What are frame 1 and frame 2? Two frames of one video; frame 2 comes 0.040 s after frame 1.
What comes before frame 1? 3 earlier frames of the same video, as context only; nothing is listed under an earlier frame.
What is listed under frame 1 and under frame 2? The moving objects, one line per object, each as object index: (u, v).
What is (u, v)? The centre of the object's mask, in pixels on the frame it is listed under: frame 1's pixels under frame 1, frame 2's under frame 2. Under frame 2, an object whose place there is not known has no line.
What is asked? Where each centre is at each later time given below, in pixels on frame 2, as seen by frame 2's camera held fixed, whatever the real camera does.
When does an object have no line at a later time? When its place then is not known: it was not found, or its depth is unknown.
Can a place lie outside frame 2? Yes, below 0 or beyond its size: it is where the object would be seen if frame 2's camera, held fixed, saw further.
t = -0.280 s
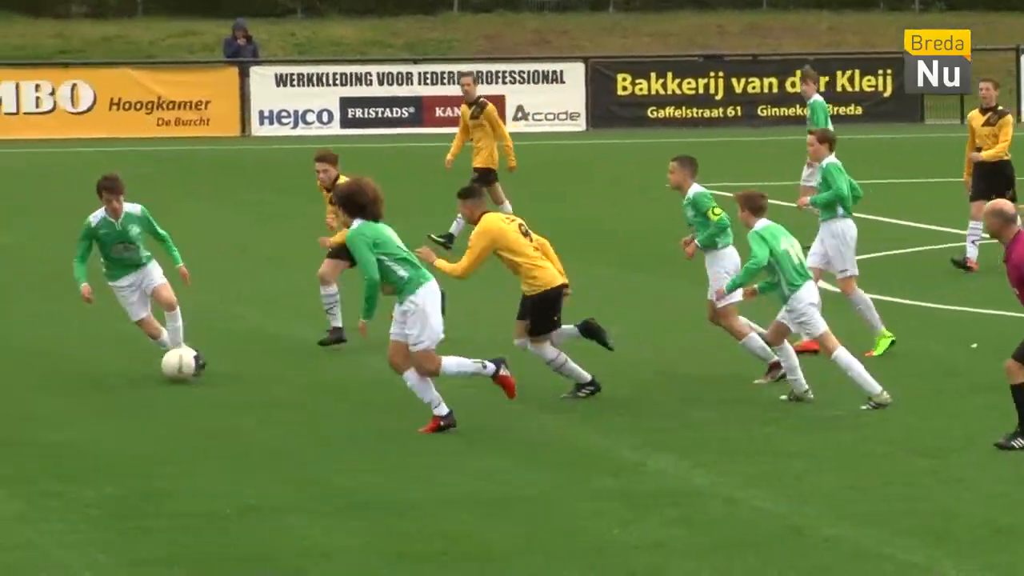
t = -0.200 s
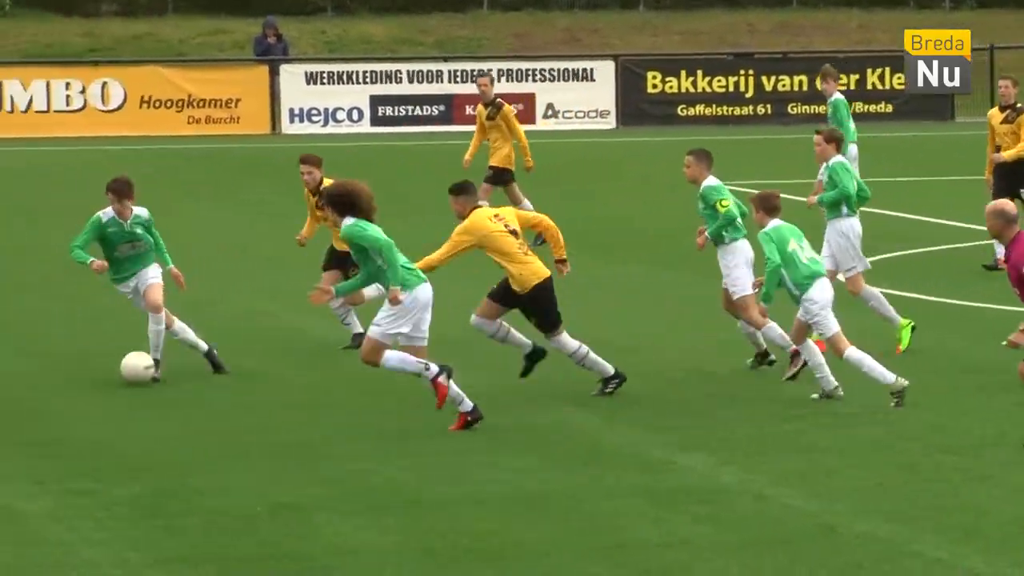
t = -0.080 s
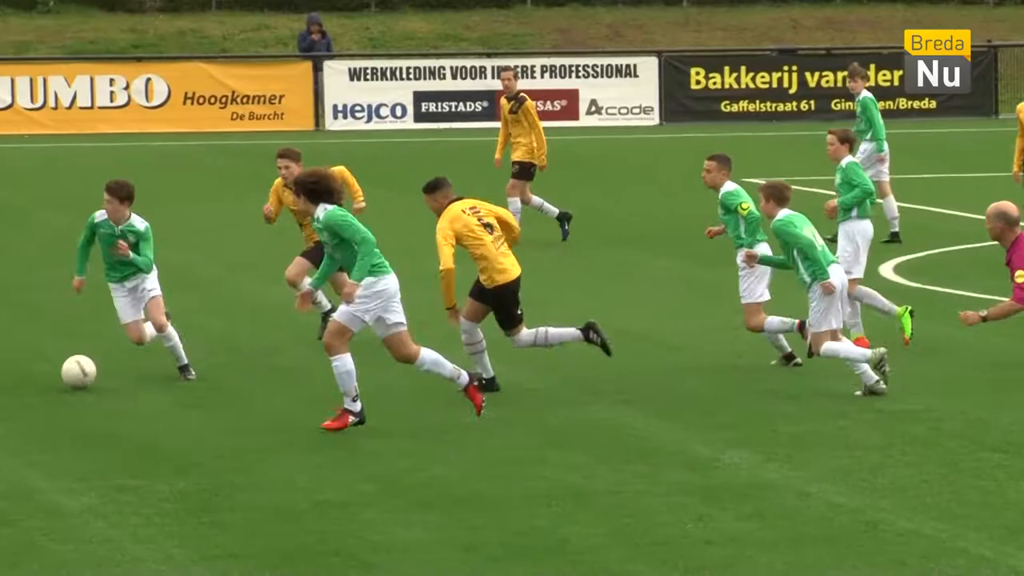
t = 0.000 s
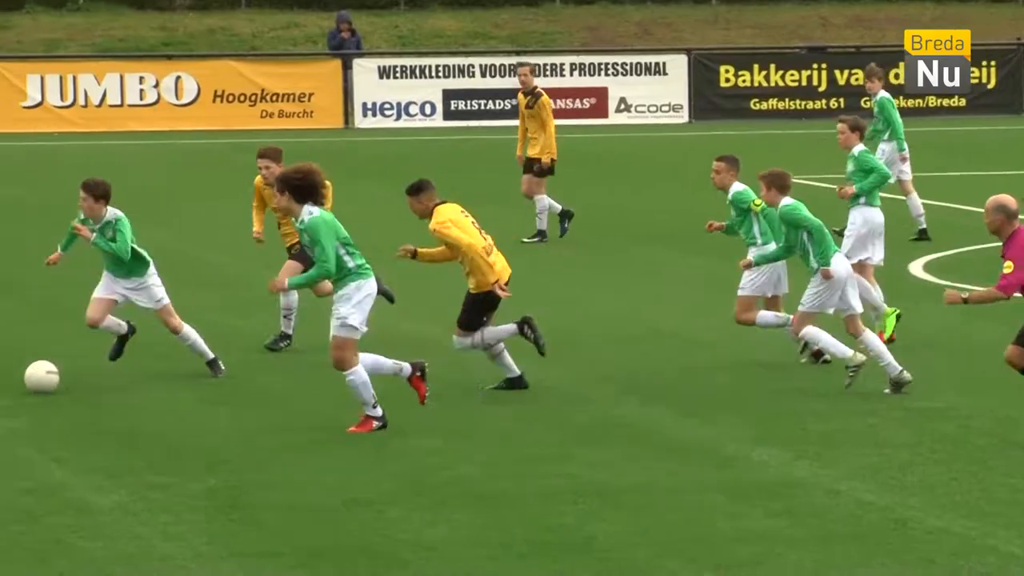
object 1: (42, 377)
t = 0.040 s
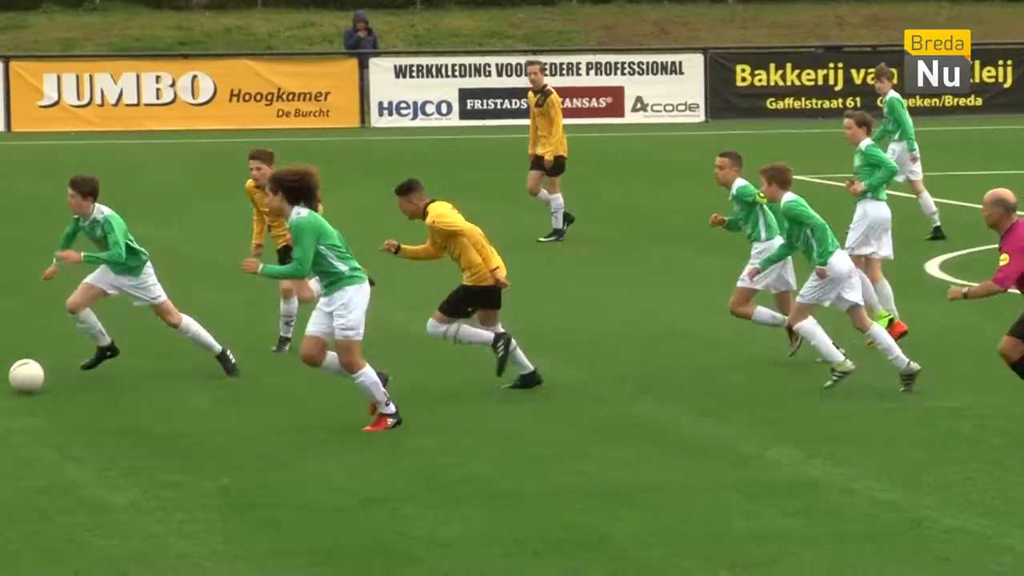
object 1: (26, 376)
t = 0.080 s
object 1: (-4, 377)
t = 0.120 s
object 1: (-32, 380)
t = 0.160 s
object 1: (-59, 387)
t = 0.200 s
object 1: (-90, 390)
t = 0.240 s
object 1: (-123, 392)
